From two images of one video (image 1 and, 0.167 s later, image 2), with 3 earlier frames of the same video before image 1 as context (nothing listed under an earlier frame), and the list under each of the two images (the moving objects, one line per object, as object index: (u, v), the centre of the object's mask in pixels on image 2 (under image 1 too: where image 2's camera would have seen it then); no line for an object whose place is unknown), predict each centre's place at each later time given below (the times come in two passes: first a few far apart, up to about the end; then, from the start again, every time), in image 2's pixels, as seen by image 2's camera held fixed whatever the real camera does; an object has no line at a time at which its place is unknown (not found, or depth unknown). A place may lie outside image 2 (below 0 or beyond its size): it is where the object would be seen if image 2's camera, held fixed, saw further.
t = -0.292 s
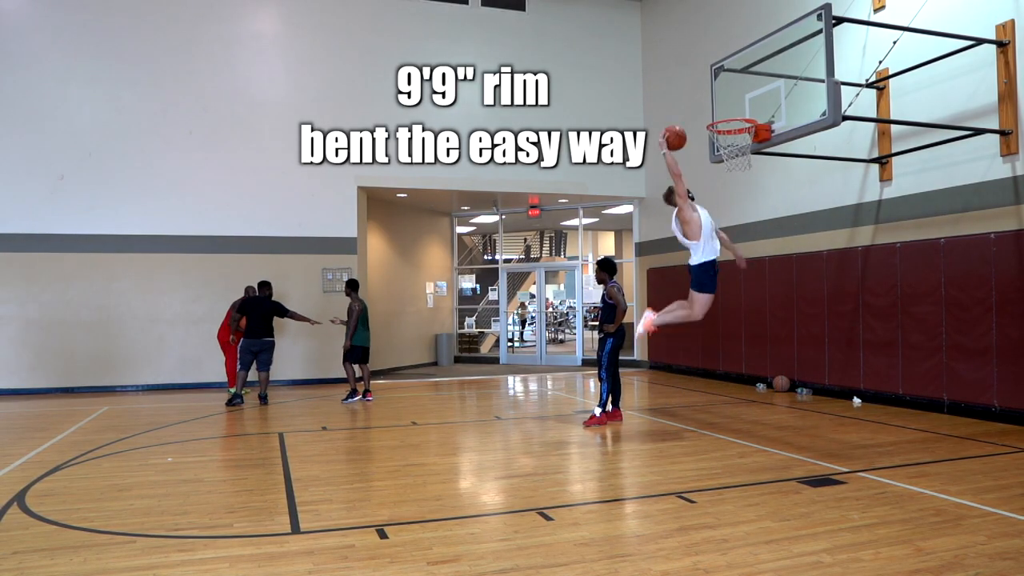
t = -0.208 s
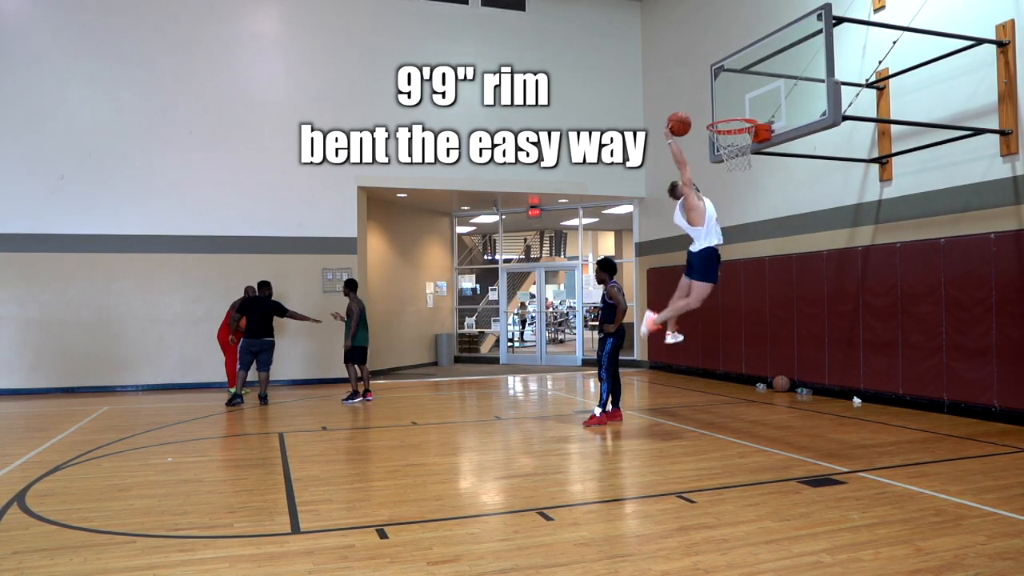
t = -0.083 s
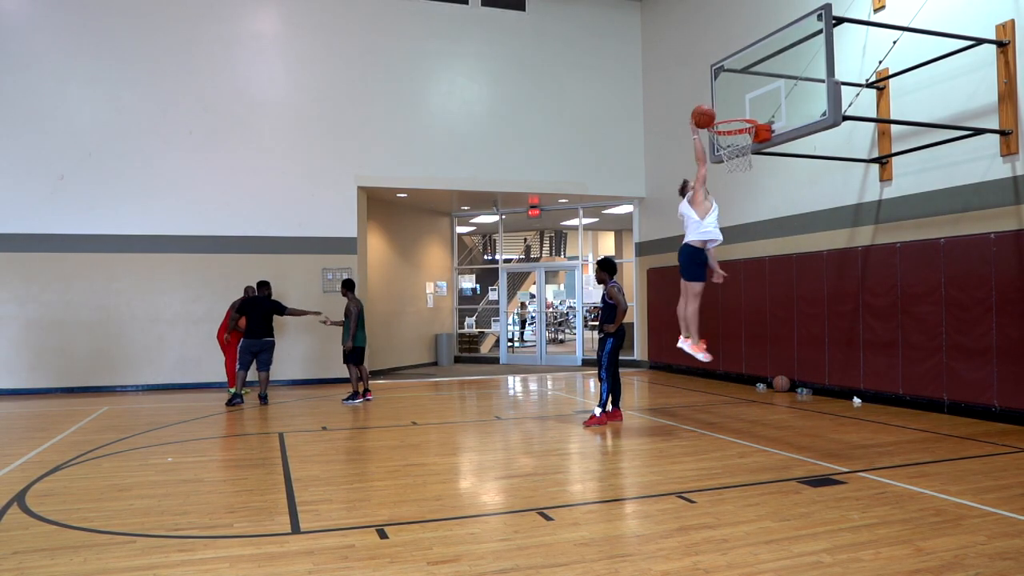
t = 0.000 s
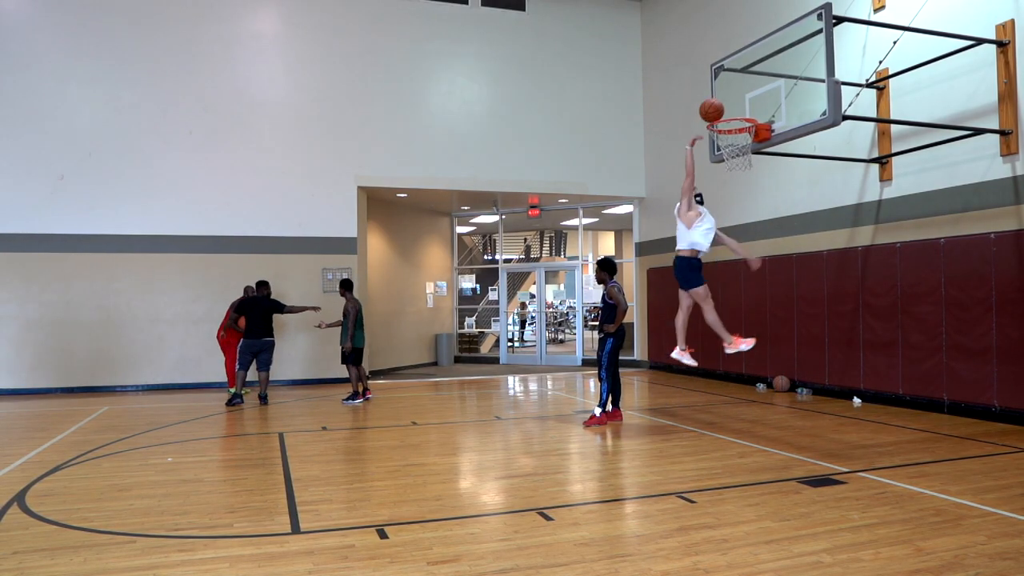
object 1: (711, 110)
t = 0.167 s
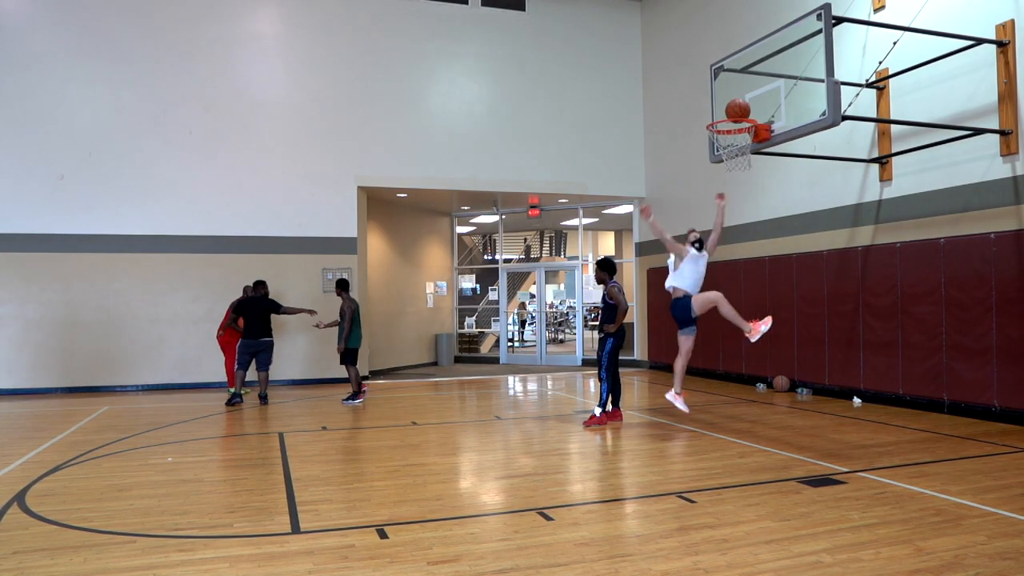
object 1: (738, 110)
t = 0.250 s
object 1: (740, 112)
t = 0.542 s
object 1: (719, 152)
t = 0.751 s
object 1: (715, 171)
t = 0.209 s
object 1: (739, 110)
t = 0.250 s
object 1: (740, 112)
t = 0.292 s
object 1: (741, 117)
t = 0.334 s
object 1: (742, 121)
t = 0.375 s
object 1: (738, 127)
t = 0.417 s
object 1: (733, 133)
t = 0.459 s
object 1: (728, 140)
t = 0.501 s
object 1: (724, 147)
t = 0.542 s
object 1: (719, 152)
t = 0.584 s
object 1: (717, 154)
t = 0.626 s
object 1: (715, 157)
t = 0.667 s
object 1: (715, 159)
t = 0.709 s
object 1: (715, 161)
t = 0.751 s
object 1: (715, 171)
